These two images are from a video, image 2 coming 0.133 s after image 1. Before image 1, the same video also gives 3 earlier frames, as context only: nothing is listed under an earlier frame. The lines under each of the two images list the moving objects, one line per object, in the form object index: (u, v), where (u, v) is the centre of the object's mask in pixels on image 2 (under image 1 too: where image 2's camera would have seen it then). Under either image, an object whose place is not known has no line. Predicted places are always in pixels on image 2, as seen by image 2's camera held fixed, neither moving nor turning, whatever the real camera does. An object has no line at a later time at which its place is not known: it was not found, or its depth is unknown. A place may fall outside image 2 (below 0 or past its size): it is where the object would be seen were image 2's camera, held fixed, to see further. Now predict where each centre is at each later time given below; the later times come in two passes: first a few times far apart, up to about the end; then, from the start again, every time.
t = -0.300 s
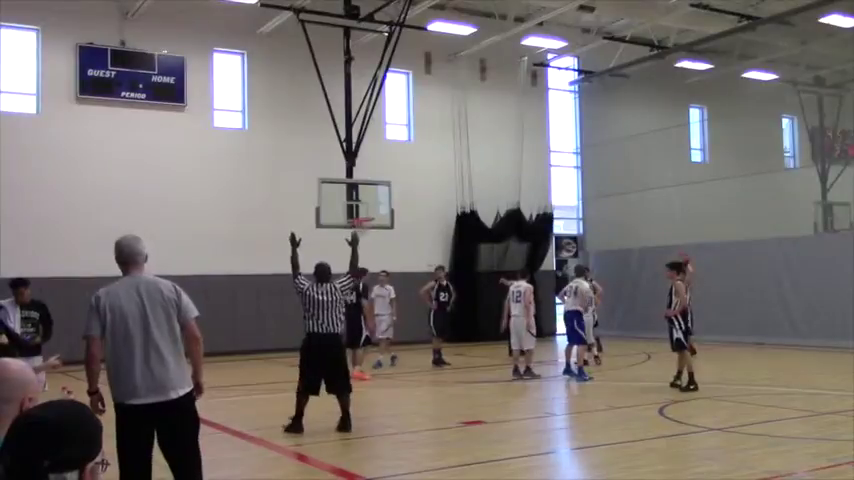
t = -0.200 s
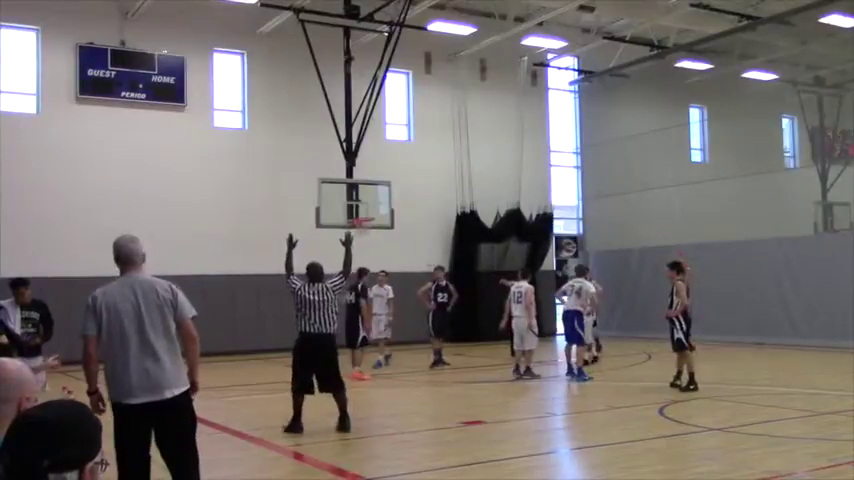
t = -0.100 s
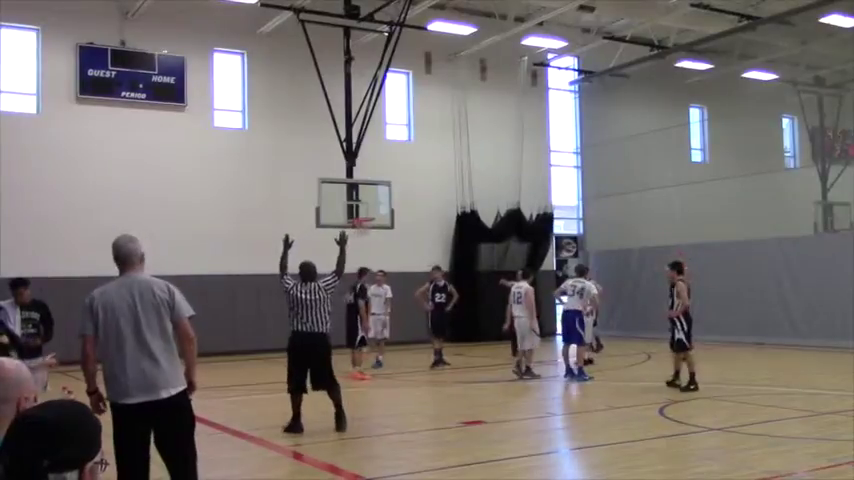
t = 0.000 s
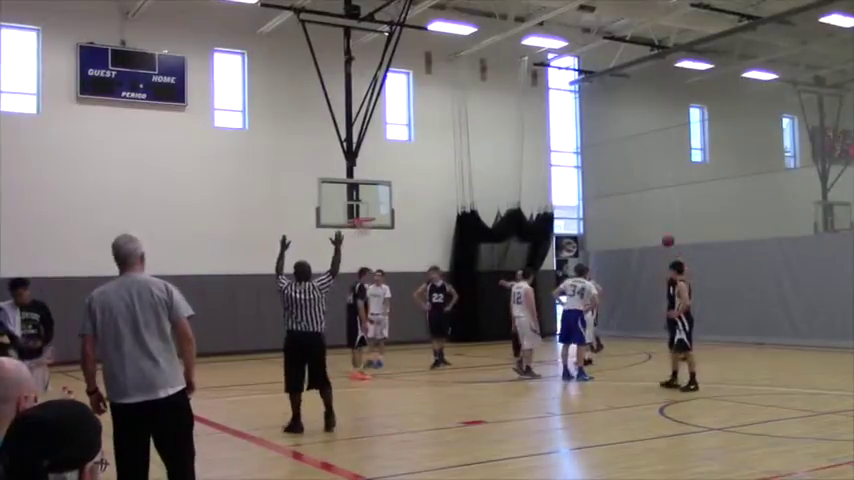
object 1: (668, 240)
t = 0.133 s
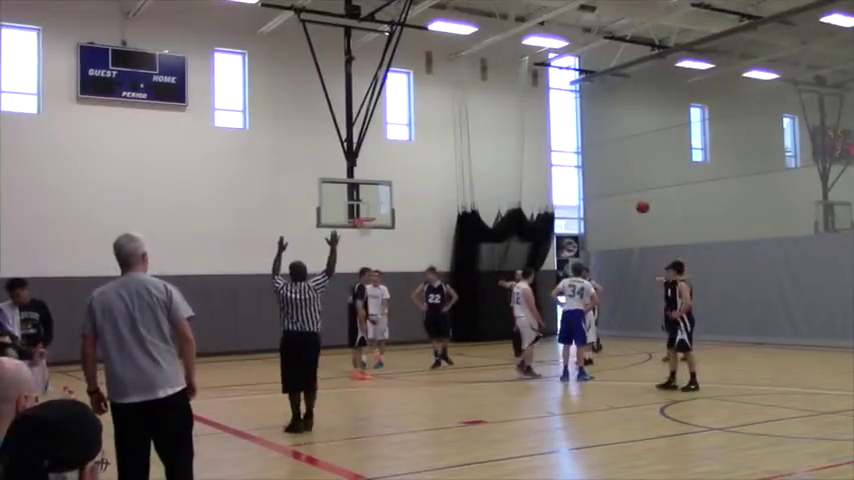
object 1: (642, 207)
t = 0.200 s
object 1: (629, 193)
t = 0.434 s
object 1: (580, 161)
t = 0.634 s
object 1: (535, 155)
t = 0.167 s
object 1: (636, 200)
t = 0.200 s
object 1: (629, 193)
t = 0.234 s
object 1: (622, 187)
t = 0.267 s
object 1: (616, 181)
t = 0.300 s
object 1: (609, 176)
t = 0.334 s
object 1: (602, 171)
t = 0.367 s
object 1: (595, 167)
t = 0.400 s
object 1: (588, 164)
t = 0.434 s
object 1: (580, 161)
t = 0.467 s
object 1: (574, 158)
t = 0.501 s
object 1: (566, 155)
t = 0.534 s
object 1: (557, 154)
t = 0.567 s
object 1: (550, 153)
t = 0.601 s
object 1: (543, 154)
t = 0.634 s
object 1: (535, 155)
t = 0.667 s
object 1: (527, 156)
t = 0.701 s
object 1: (519, 158)
